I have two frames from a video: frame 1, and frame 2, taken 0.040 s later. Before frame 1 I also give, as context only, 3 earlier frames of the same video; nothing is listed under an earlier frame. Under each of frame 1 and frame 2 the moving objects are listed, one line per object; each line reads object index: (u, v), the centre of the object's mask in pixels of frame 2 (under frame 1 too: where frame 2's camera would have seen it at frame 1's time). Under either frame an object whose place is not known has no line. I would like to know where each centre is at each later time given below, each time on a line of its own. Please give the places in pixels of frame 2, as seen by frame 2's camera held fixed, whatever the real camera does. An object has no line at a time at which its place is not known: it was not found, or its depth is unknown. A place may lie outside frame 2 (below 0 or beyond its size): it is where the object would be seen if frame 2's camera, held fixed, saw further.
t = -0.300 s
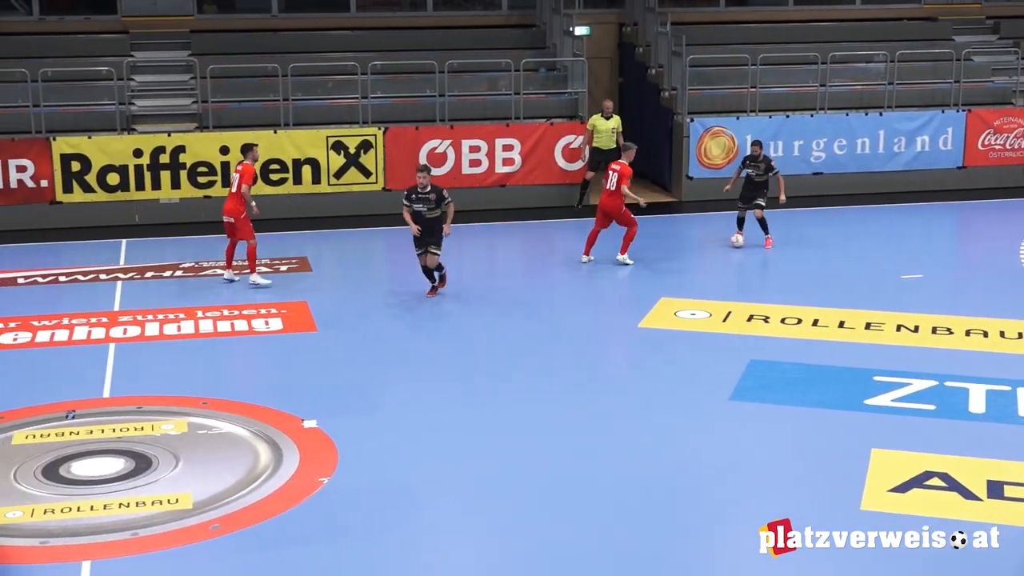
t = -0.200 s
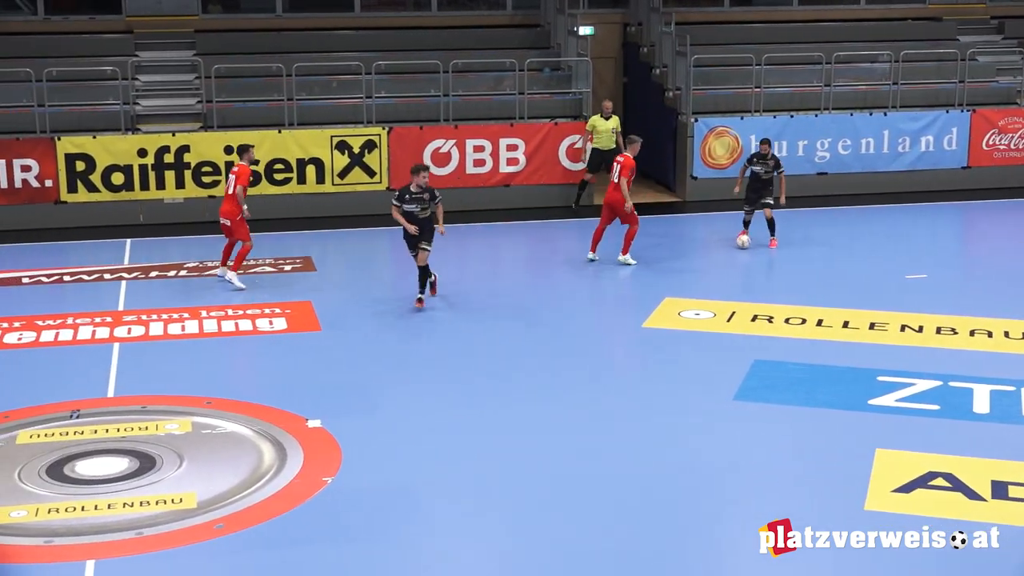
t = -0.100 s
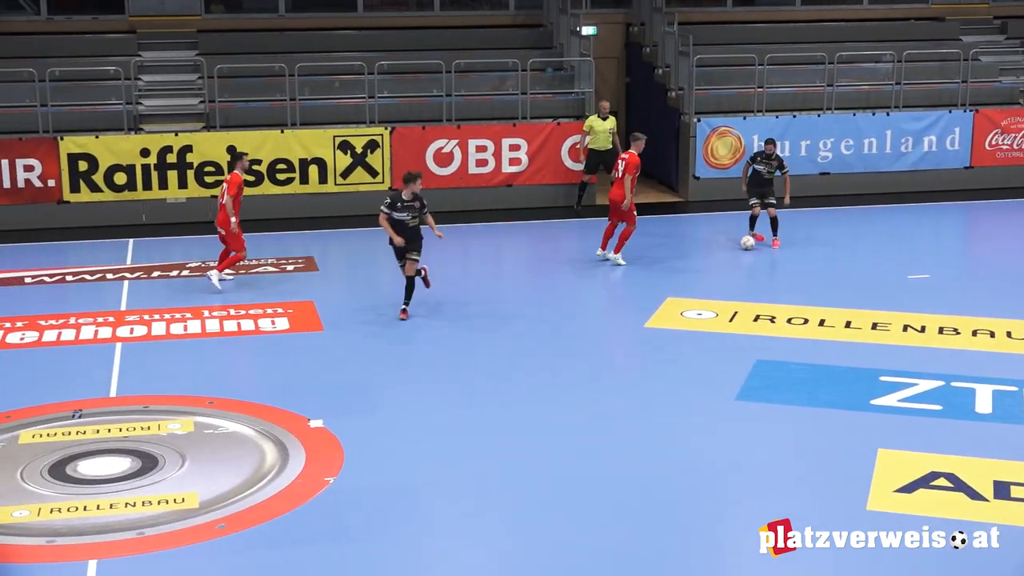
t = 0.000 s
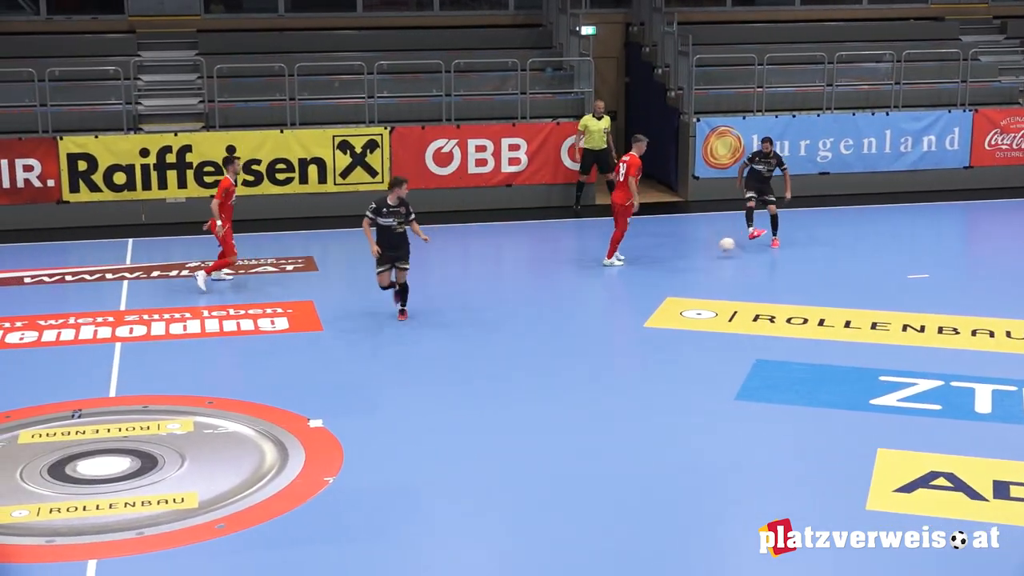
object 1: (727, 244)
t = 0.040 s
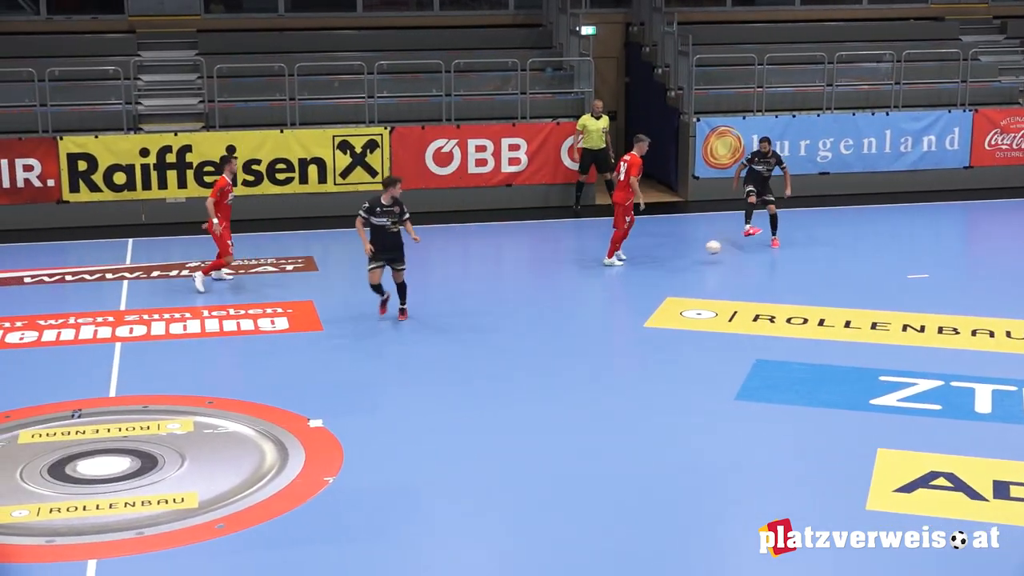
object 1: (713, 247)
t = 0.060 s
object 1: (705, 248)
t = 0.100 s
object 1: (690, 253)
